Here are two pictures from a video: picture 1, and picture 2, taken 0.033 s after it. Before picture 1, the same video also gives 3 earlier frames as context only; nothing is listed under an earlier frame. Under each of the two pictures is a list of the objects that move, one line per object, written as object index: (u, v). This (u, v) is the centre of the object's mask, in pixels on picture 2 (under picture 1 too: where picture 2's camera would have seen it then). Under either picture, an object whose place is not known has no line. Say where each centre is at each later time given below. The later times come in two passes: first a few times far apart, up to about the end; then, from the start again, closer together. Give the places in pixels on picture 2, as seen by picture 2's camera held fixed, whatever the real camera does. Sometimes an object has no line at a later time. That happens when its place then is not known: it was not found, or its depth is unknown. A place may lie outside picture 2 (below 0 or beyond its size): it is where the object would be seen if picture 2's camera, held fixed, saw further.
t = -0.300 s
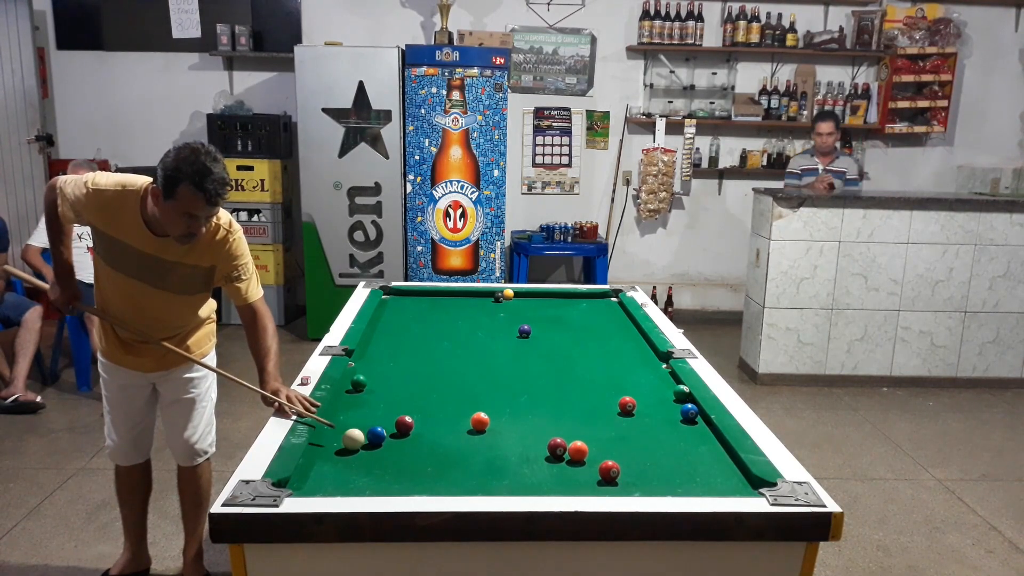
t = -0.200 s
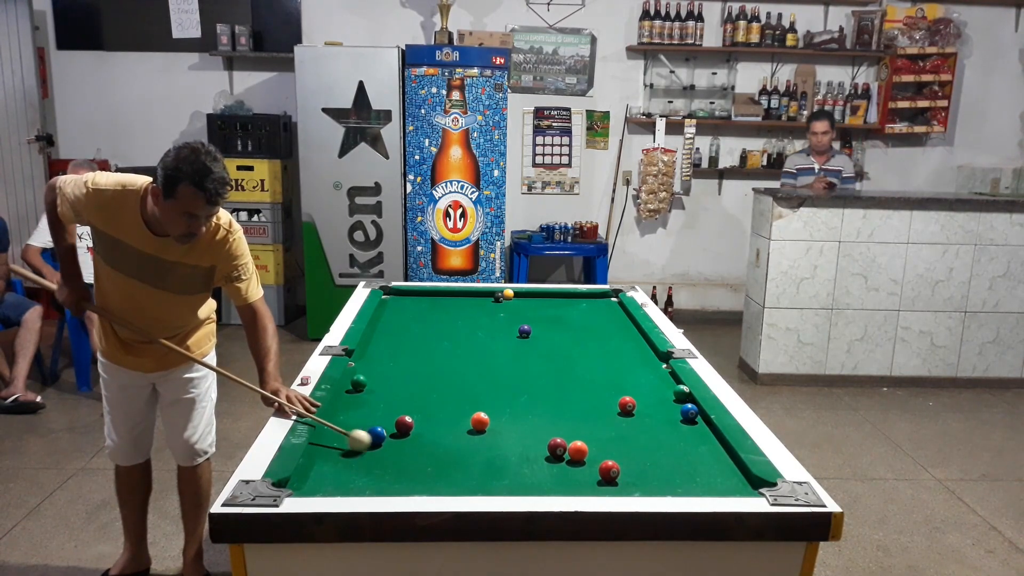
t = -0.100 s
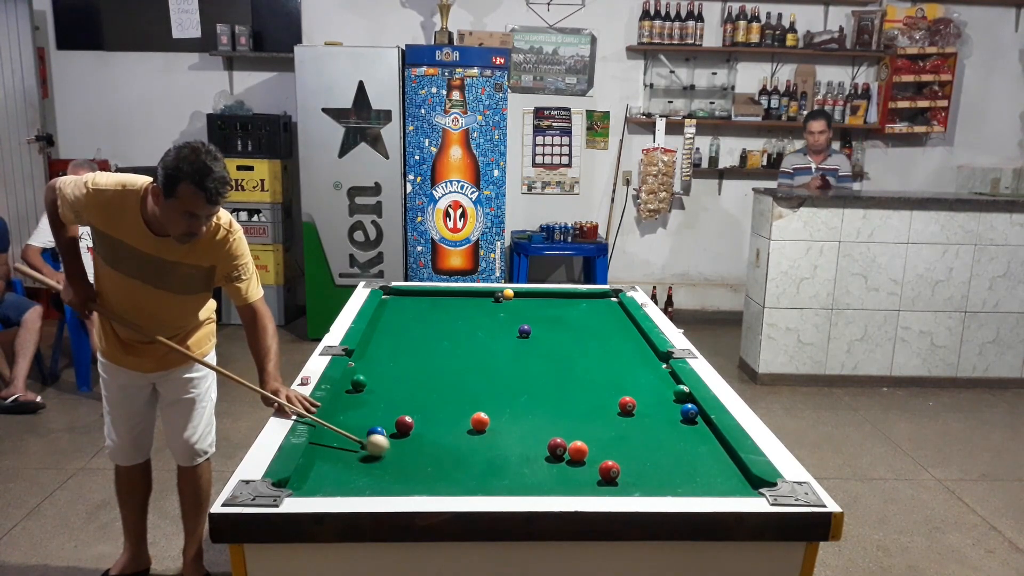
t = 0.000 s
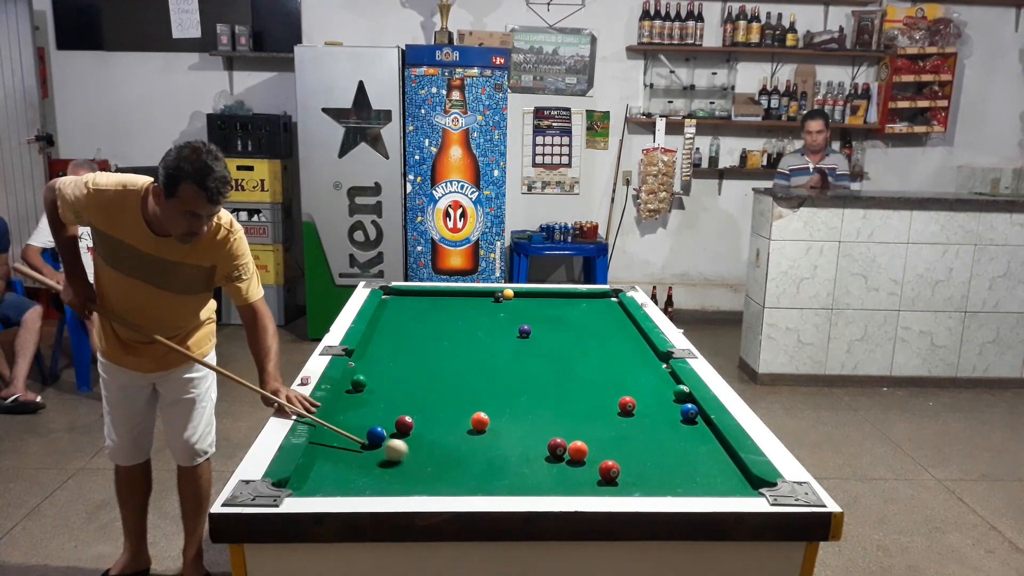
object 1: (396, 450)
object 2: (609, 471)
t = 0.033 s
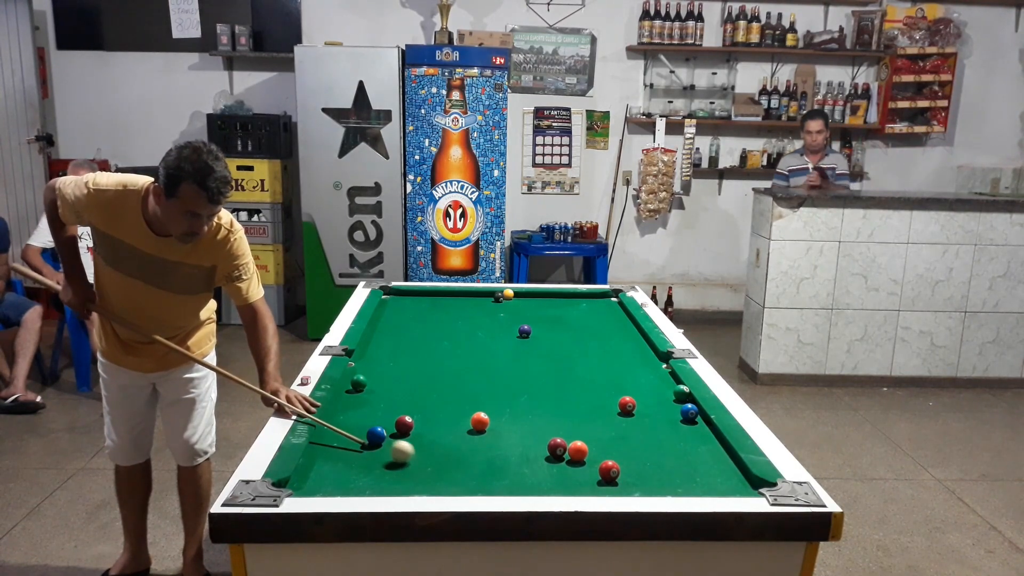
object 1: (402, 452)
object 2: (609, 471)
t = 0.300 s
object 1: (451, 464)
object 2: (609, 471)
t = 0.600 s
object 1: (507, 477)
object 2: (609, 471)
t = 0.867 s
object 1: (548, 479)
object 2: (609, 471)
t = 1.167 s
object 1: (579, 474)
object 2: (609, 471)
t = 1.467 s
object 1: (592, 470)
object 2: (622, 470)
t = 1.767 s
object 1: (595, 467)
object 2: (638, 469)
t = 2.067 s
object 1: (596, 465)
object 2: (648, 467)
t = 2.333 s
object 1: (595, 465)
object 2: (654, 466)
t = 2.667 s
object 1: (595, 465)
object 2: (656, 466)
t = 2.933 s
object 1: (595, 465)
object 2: (656, 466)
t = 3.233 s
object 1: (595, 466)
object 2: (656, 466)
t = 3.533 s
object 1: (595, 466)
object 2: (656, 466)
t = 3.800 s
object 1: (595, 466)
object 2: (656, 466)
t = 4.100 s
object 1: (595, 466)
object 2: (656, 466)
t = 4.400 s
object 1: (595, 466)
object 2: (657, 467)
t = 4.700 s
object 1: (595, 466)
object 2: (656, 466)
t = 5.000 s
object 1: (595, 466)
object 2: (656, 466)
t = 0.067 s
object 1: (408, 453)
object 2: (609, 471)
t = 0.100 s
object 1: (414, 454)
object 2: (609, 471)
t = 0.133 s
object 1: (420, 456)
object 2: (609, 471)
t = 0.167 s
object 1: (427, 458)
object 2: (609, 471)
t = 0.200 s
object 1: (433, 459)
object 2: (609, 471)
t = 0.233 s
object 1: (439, 461)
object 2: (609, 471)
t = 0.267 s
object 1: (445, 462)
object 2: (609, 471)
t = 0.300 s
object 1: (451, 464)
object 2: (609, 471)
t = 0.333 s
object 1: (457, 466)
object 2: (609, 471)
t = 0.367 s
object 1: (463, 467)
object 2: (609, 471)
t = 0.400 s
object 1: (470, 469)
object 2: (609, 471)
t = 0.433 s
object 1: (476, 470)
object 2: (609, 471)
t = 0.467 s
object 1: (482, 472)
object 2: (609, 471)
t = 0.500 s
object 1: (488, 474)
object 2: (609, 471)
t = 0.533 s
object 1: (494, 475)
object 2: (609, 471)
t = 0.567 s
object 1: (501, 476)
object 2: (609, 471)
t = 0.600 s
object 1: (507, 477)
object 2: (609, 471)
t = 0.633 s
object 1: (513, 478)
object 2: (609, 471)
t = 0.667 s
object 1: (520, 478)
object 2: (609, 471)
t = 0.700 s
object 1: (526, 479)
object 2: (609, 471)
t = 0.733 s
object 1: (532, 480)
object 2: (609, 471)
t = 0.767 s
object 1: (536, 480)
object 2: (609, 471)
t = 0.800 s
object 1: (540, 479)
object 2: (609, 471)
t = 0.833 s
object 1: (544, 479)
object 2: (609, 471)
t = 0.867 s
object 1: (548, 479)
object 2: (609, 471)
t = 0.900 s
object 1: (552, 478)
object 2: (609, 471)
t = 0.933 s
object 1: (555, 478)
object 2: (609, 471)
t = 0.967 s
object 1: (559, 477)
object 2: (609, 471)
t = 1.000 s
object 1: (562, 477)
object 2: (609, 471)
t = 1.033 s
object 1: (566, 476)
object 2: (609, 471)
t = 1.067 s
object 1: (569, 476)
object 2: (609, 471)
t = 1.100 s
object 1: (573, 475)
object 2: (609, 471)
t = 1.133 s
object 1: (576, 475)
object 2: (609, 471)
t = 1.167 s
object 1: (579, 474)
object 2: (609, 471)
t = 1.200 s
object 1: (583, 474)
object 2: (609, 471)
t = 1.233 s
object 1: (586, 473)
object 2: (609, 471)
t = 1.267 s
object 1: (588, 472)
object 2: (610, 471)
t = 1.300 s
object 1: (589, 472)
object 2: (612, 471)
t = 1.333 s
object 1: (590, 472)
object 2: (614, 471)
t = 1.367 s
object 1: (590, 471)
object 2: (616, 470)
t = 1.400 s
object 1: (591, 471)
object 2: (618, 470)
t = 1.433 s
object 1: (591, 470)
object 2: (620, 470)
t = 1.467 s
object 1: (592, 470)
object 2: (622, 470)
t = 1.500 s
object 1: (592, 469)
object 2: (624, 470)
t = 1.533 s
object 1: (592, 469)
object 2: (626, 470)
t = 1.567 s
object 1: (593, 469)
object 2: (628, 470)
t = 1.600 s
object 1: (593, 468)
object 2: (630, 469)
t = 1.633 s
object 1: (593, 468)
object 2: (631, 469)
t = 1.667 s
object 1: (594, 468)
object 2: (633, 469)
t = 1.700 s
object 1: (594, 467)
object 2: (634, 469)
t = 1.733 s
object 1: (594, 467)
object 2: (636, 469)
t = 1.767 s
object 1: (595, 467)
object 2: (638, 469)
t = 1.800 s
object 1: (595, 467)
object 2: (639, 468)
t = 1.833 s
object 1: (595, 466)
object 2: (640, 468)
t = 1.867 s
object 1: (596, 466)
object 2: (642, 468)
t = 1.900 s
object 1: (596, 466)
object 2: (643, 468)
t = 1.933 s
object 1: (596, 466)
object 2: (644, 468)
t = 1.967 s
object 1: (596, 466)
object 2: (645, 468)
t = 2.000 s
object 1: (596, 466)
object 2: (646, 468)
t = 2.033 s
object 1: (596, 465)
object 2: (647, 468)
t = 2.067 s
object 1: (596, 465)
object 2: (648, 467)
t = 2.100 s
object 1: (596, 465)
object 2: (649, 467)
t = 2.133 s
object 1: (596, 465)
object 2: (650, 467)
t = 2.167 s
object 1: (596, 465)
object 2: (651, 467)
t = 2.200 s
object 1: (596, 465)
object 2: (651, 467)
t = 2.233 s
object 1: (595, 465)
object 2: (652, 467)
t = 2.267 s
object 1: (595, 465)
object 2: (653, 467)
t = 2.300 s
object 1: (595, 465)
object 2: (653, 467)
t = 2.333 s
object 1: (595, 465)
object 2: (654, 466)
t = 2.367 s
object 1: (595, 465)
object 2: (654, 466)
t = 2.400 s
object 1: (595, 465)
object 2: (655, 466)
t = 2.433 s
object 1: (595, 466)
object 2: (656, 467)
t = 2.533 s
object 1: (595, 465)
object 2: (656, 467)
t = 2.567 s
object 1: (595, 465)
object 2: (656, 466)
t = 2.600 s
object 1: (595, 465)
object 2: (656, 466)
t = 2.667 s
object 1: (595, 465)
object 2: (656, 466)
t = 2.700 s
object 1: (595, 465)
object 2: (656, 466)
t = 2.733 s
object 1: (595, 465)
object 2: (656, 466)
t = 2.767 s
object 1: (595, 465)
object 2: (656, 466)
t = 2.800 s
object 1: (595, 465)
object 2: (656, 466)
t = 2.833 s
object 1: (595, 466)
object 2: (656, 466)
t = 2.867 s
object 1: (595, 465)
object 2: (656, 466)
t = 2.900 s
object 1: (595, 465)
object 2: (656, 466)
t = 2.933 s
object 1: (595, 465)
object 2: (656, 466)
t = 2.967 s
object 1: (595, 465)
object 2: (656, 466)
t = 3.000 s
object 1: (595, 466)
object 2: (656, 466)
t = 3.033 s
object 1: (595, 466)
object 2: (656, 466)
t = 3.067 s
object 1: (595, 466)
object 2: (656, 466)
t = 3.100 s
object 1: (595, 466)
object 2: (656, 466)
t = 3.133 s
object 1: (595, 466)
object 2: (656, 466)
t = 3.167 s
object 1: (595, 466)
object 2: (656, 466)
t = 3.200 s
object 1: (595, 466)
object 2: (656, 466)
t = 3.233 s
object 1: (595, 466)
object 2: (656, 466)
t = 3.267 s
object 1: (595, 466)
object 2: (656, 466)
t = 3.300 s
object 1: (595, 466)
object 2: (656, 466)
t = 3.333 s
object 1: (595, 466)
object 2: (656, 466)
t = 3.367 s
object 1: (595, 466)
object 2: (656, 466)
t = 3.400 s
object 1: (595, 466)
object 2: (656, 466)
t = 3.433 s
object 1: (595, 466)
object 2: (656, 466)
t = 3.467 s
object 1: (595, 466)
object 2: (656, 466)
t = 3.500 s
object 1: (595, 466)
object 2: (656, 466)
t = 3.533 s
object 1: (595, 466)
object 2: (656, 466)
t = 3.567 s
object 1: (595, 466)
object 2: (656, 466)
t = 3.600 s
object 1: (595, 466)
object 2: (656, 466)
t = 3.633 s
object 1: (595, 466)
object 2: (656, 466)
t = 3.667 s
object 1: (595, 466)
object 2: (656, 466)
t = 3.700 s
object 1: (595, 466)
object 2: (656, 466)
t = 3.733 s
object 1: (595, 466)
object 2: (656, 466)
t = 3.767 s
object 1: (595, 466)
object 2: (656, 466)
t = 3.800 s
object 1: (595, 466)
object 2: (656, 466)
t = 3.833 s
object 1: (595, 466)
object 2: (656, 466)
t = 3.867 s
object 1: (595, 466)
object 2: (656, 466)
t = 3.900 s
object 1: (595, 466)
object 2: (656, 466)
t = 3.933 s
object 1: (595, 466)
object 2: (656, 466)
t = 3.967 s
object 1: (595, 466)
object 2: (656, 466)
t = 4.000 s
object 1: (595, 466)
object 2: (656, 466)
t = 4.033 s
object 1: (595, 466)
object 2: (656, 466)
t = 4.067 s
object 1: (595, 466)
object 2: (656, 466)
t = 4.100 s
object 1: (595, 466)
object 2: (656, 466)
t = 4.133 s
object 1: (595, 466)
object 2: (656, 466)
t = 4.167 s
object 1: (595, 466)
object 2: (656, 466)
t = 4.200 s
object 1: (595, 466)
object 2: (656, 466)
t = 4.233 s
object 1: (595, 466)
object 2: (656, 466)
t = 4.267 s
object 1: (595, 466)
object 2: (656, 466)
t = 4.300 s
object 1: (595, 466)
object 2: (657, 467)
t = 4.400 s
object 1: (595, 466)
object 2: (657, 467)
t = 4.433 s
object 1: (595, 466)
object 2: (656, 466)
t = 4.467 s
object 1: (595, 465)
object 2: (656, 466)
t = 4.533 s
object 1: (595, 465)
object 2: (656, 466)
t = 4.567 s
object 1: (595, 465)
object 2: (656, 466)
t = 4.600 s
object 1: (595, 466)
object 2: (656, 466)
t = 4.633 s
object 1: (595, 466)
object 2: (656, 466)
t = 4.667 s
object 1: (595, 466)
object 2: (656, 466)
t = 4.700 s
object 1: (595, 466)
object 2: (656, 466)
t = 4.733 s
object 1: (595, 466)
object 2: (656, 466)
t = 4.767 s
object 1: (595, 466)
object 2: (656, 466)
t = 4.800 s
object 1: (595, 466)
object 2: (656, 466)
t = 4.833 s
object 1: (595, 466)
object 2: (656, 466)
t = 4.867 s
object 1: (595, 466)
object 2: (656, 466)
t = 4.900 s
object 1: (595, 466)
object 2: (656, 466)
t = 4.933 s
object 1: (595, 466)
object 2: (656, 466)
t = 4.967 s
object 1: (595, 466)
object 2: (656, 466)
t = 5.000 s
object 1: (595, 466)
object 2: (656, 466)
